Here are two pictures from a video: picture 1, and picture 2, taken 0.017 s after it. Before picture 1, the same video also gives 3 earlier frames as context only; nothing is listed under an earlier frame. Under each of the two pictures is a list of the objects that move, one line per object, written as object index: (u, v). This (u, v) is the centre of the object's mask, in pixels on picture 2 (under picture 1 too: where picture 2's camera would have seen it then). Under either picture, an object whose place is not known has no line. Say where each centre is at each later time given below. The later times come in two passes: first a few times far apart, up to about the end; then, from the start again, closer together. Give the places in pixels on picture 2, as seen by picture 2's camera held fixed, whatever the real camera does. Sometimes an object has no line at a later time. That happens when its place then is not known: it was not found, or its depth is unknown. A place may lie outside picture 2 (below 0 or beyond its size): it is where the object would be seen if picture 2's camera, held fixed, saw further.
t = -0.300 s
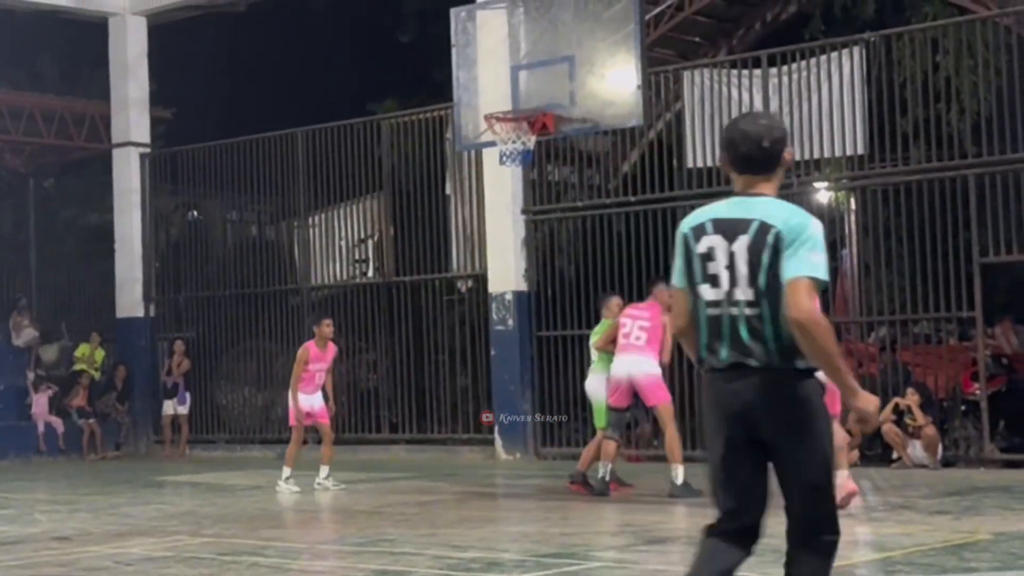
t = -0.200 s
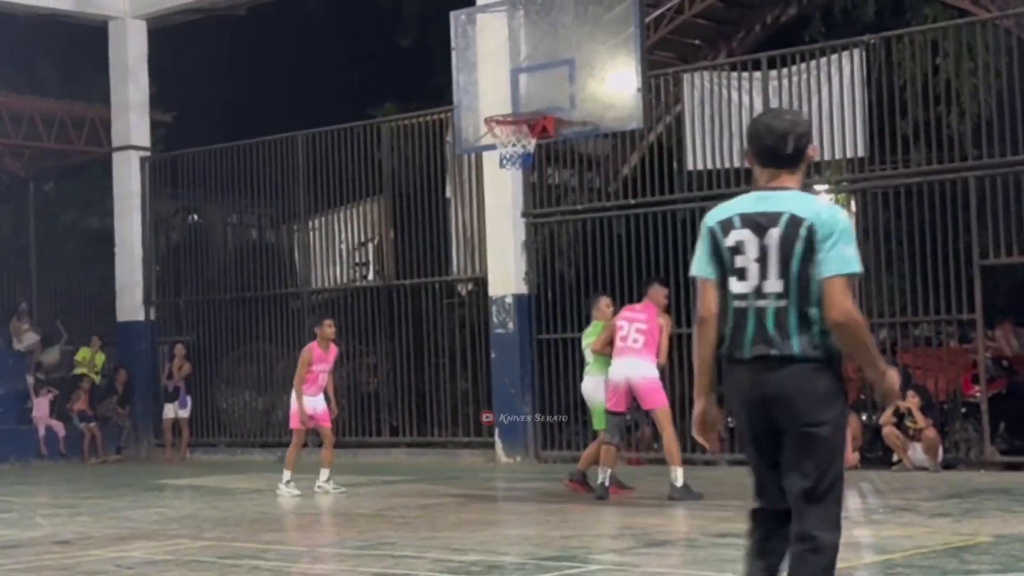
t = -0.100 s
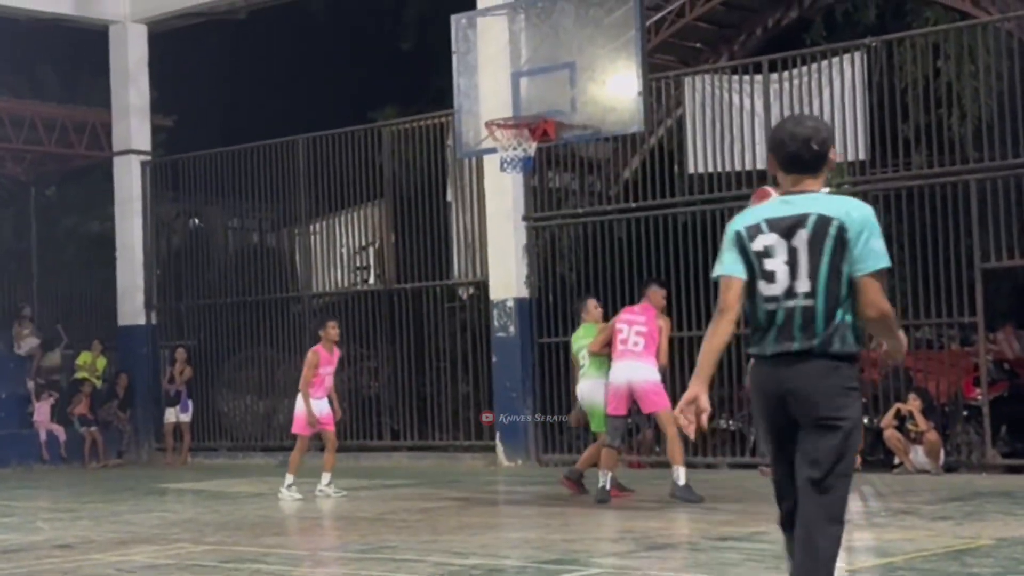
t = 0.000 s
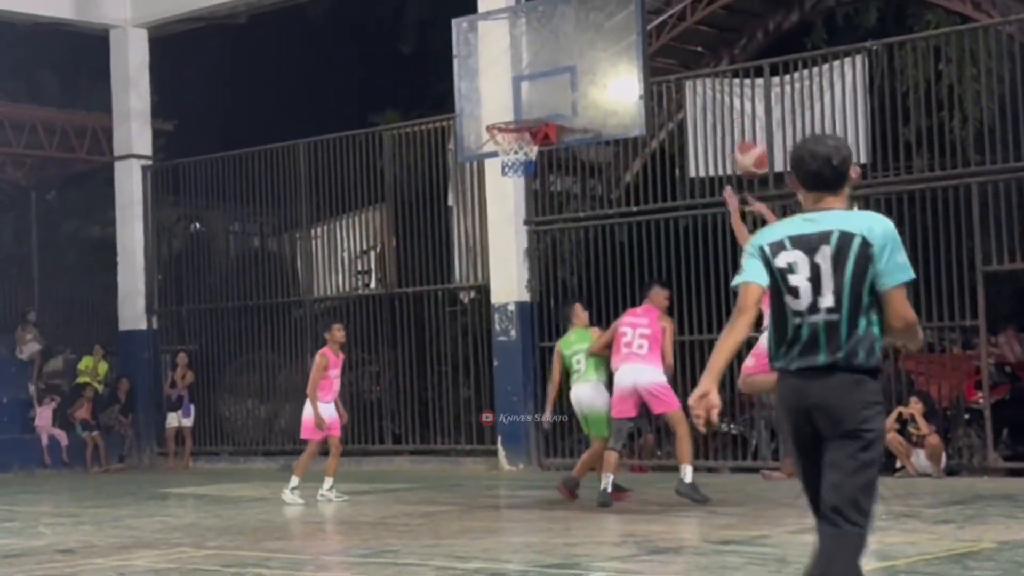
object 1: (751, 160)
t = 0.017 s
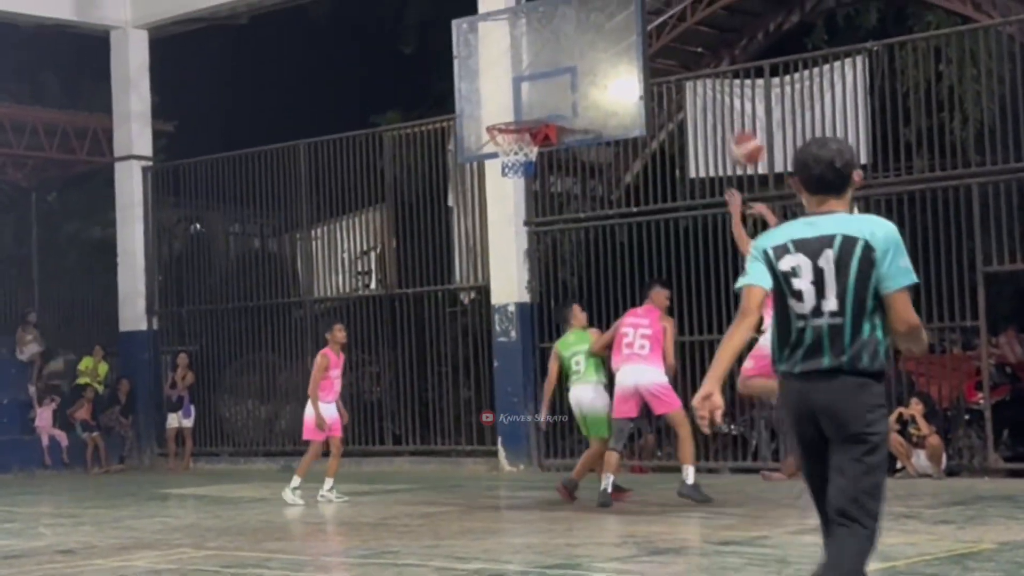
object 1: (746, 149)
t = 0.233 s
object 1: (683, 62)
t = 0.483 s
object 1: (626, 49)
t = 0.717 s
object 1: (556, 86)
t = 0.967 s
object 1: (517, 91)
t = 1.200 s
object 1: (504, 93)
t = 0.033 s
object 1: (741, 139)
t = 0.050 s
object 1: (736, 131)
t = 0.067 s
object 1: (730, 123)
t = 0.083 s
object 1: (725, 115)
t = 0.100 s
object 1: (722, 107)
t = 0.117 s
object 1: (716, 100)
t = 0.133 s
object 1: (709, 92)
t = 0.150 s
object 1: (706, 85)
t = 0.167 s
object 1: (700, 80)
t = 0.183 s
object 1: (695, 74)
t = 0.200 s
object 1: (691, 70)
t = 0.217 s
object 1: (687, 66)
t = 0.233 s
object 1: (683, 62)
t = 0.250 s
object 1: (679, 59)
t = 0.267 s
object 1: (675, 56)
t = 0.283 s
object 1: (671, 53)
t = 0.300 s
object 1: (667, 50)
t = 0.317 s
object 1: (663, 49)
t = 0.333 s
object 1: (659, 47)
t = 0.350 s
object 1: (655, 45)
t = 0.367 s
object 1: (652, 44)
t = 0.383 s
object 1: (648, 44)
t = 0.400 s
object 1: (645, 44)
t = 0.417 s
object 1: (641, 44)
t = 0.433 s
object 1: (638, 45)
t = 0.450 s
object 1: (634, 46)
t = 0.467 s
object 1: (630, 47)
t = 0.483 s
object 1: (626, 49)
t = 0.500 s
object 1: (622, 50)
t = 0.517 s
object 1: (620, 52)
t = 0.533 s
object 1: (617, 54)
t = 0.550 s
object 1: (612, 55)
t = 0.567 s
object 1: (605, 57)
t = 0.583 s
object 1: (599, 59)
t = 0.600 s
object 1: (595, 60)
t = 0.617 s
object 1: (589, 63)
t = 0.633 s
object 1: (583, 66)
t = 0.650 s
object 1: (578, 70)
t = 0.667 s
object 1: (572, 74)
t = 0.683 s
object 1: (567, 77)
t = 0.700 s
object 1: (562, 81)
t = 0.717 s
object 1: (556, 86)
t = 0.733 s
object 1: (550, 91)
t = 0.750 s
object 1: (546, 97)
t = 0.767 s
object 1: (540, 101)
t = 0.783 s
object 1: (535, 107)
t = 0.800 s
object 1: (532, 106)
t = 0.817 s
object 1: (530, 103)
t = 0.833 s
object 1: (528, 100)
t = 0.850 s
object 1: (525, 97)
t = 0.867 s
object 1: (523, 95)
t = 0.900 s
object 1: (521, 94)
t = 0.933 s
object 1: (519, 93)
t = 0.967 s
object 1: (517, 91)
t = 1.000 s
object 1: (515, 91)
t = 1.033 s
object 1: (513, 90)
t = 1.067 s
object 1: (511, 90)
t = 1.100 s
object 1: (509, 90)
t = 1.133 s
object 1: (507, 91)
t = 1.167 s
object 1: (505, 92)
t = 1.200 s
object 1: (504, 93)
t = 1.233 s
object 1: (501, 95)
